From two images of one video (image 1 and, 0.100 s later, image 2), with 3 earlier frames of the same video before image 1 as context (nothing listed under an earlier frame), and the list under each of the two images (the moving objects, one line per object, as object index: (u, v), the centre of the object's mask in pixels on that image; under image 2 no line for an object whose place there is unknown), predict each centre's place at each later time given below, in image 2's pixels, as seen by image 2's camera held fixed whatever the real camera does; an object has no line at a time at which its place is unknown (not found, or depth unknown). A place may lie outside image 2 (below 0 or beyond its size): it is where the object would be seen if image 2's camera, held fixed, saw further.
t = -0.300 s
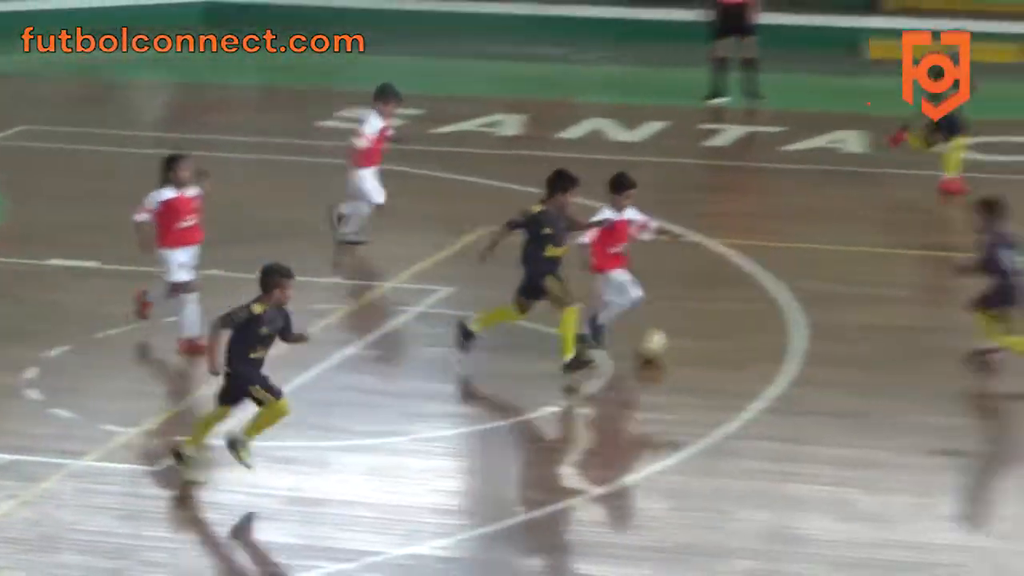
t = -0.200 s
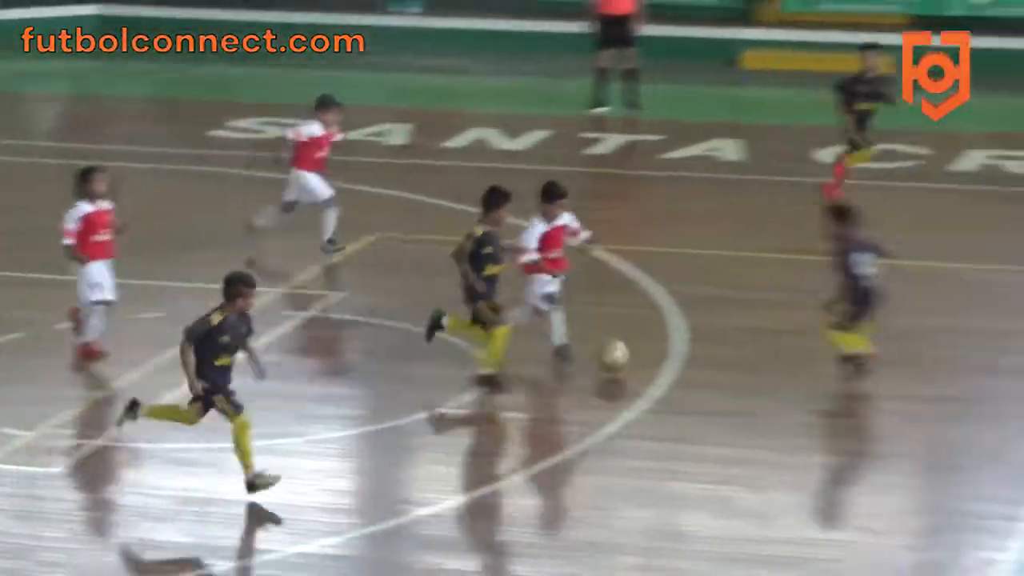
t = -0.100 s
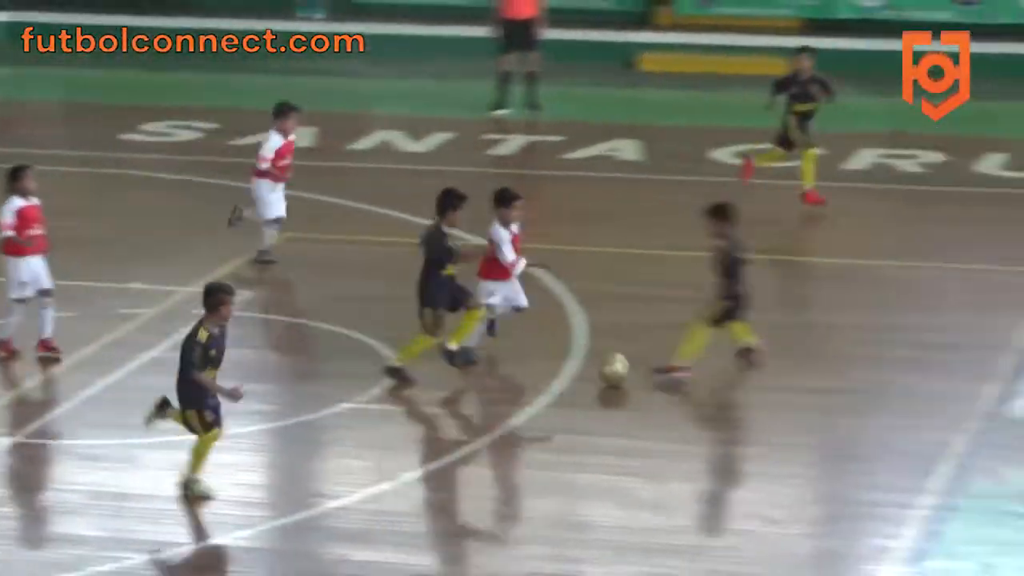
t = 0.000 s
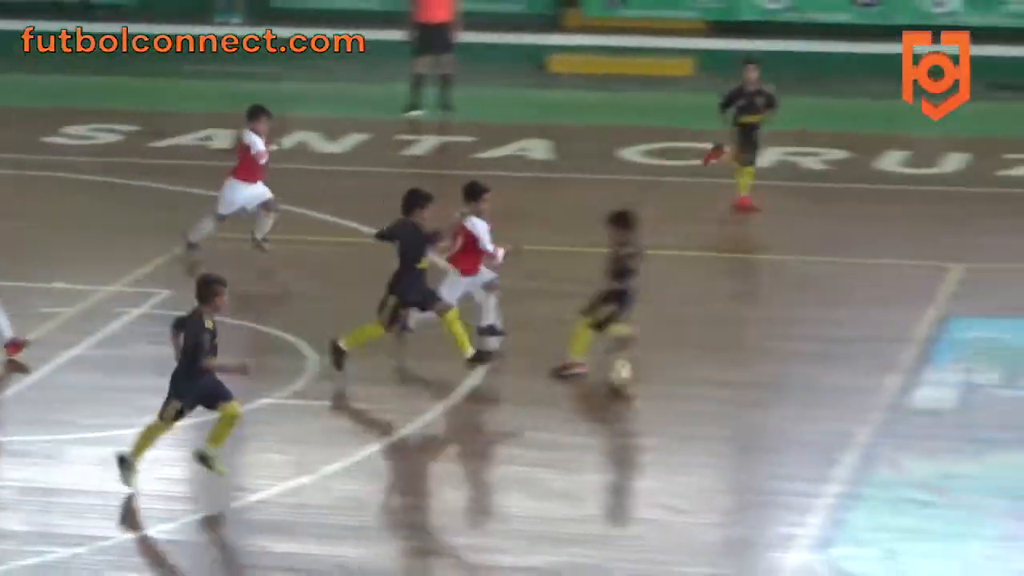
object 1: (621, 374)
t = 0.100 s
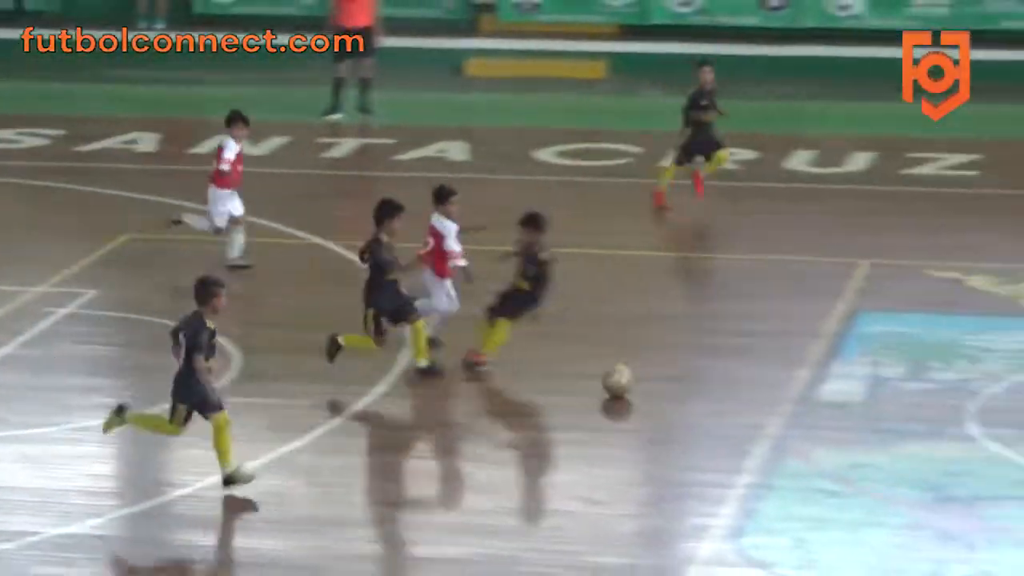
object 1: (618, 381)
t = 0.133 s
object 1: (644, 384)
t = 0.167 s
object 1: (669, 387)
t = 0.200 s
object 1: (695, 392)
